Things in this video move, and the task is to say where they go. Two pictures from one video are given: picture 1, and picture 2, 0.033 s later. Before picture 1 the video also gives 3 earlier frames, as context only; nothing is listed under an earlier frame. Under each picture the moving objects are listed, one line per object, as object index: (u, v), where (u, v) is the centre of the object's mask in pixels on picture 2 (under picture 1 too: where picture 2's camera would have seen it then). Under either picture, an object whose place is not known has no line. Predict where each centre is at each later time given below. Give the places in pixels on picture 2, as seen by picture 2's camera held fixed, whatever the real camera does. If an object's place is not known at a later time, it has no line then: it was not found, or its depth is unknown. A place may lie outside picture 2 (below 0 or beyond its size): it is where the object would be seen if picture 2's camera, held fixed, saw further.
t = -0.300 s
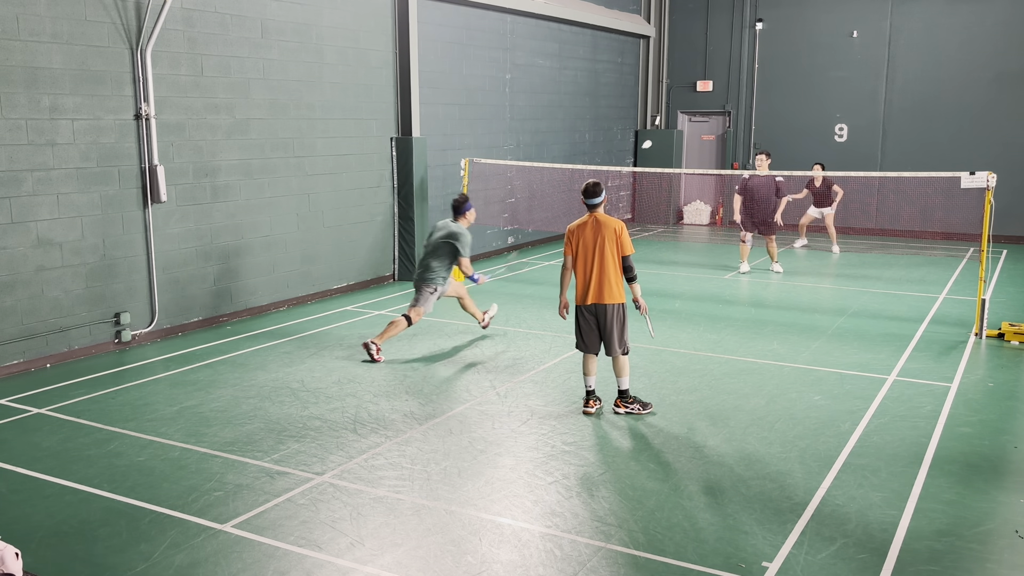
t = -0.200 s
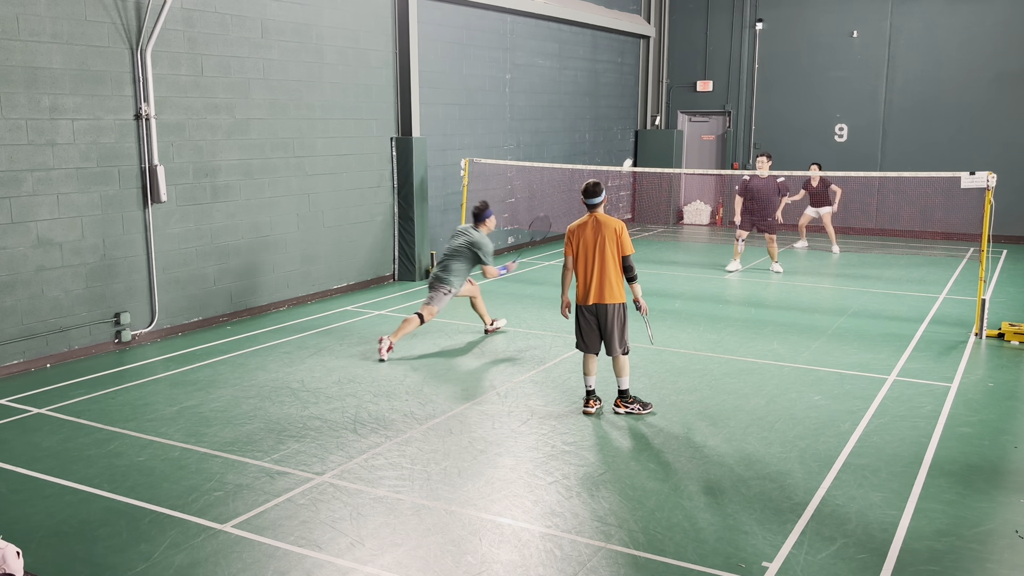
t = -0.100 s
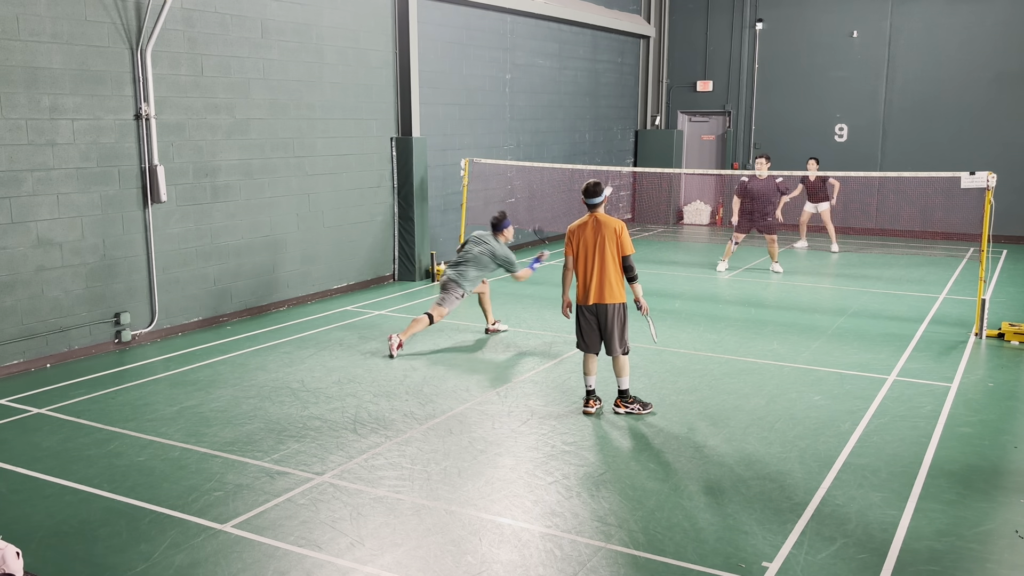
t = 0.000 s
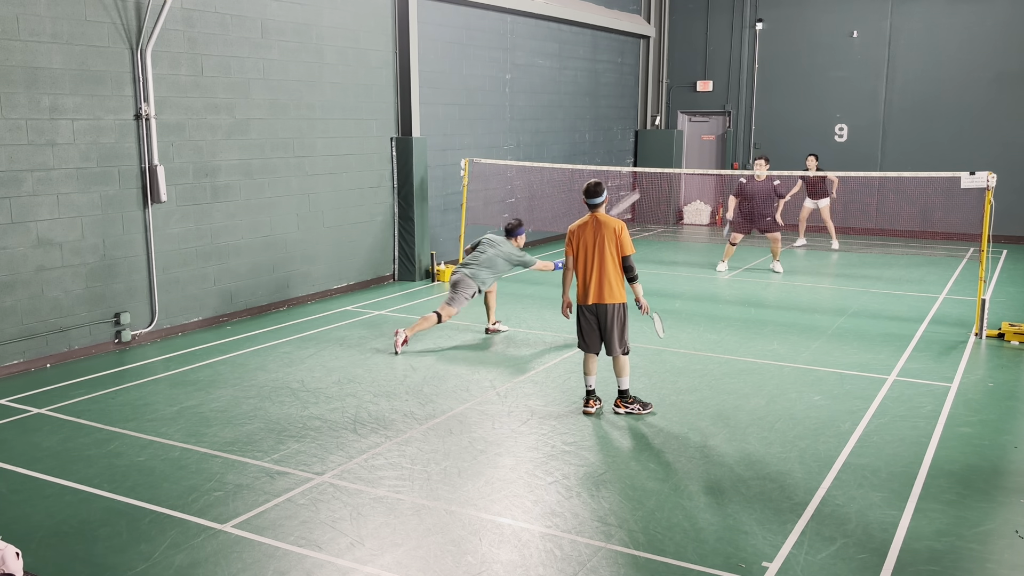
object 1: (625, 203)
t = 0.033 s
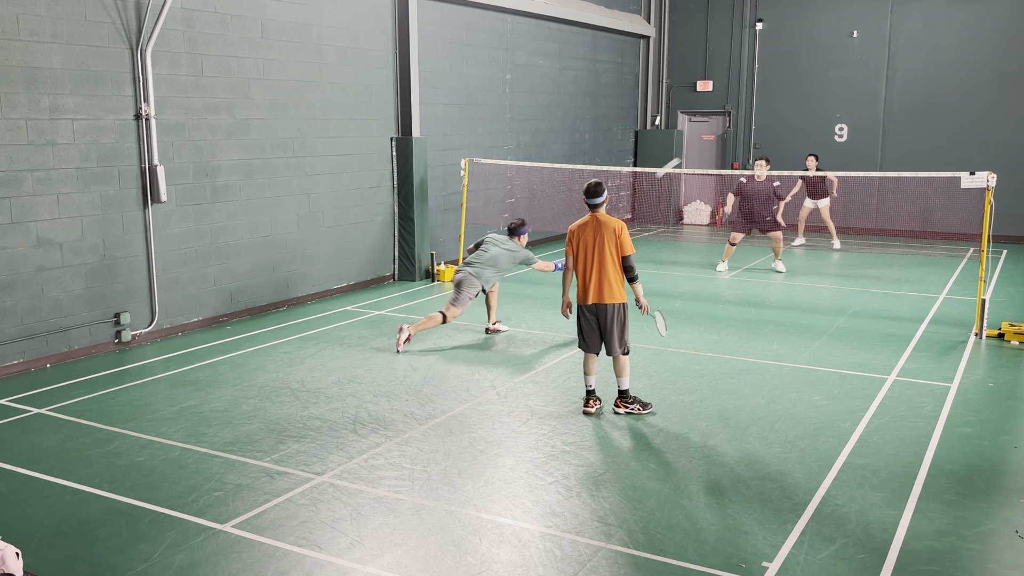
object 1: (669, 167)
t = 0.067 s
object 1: (703, 146)
